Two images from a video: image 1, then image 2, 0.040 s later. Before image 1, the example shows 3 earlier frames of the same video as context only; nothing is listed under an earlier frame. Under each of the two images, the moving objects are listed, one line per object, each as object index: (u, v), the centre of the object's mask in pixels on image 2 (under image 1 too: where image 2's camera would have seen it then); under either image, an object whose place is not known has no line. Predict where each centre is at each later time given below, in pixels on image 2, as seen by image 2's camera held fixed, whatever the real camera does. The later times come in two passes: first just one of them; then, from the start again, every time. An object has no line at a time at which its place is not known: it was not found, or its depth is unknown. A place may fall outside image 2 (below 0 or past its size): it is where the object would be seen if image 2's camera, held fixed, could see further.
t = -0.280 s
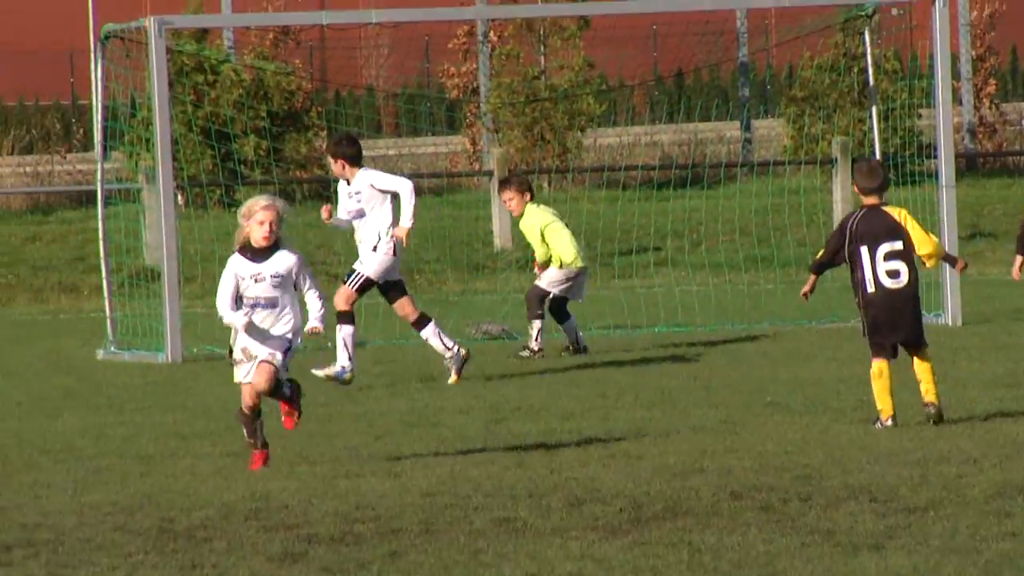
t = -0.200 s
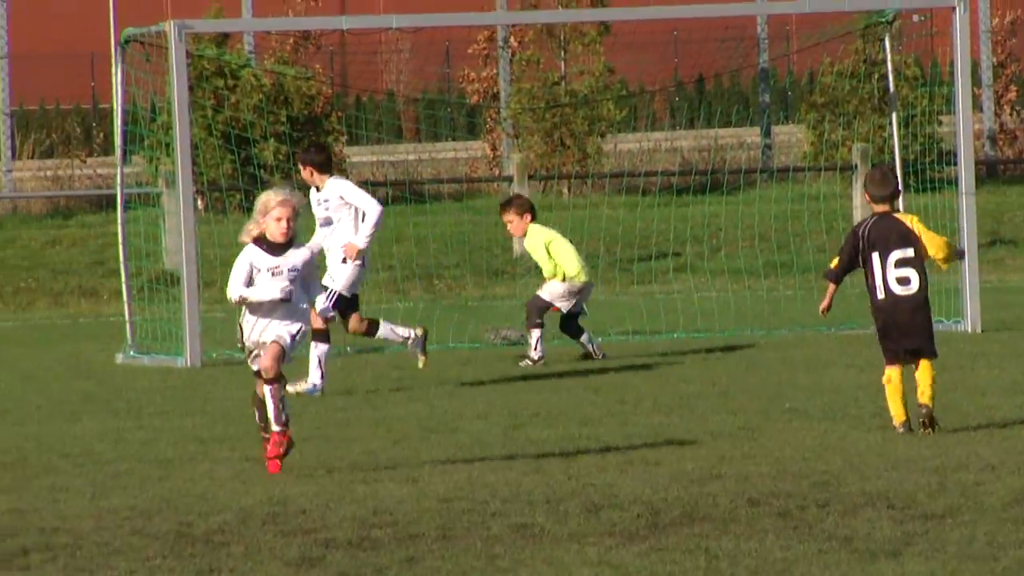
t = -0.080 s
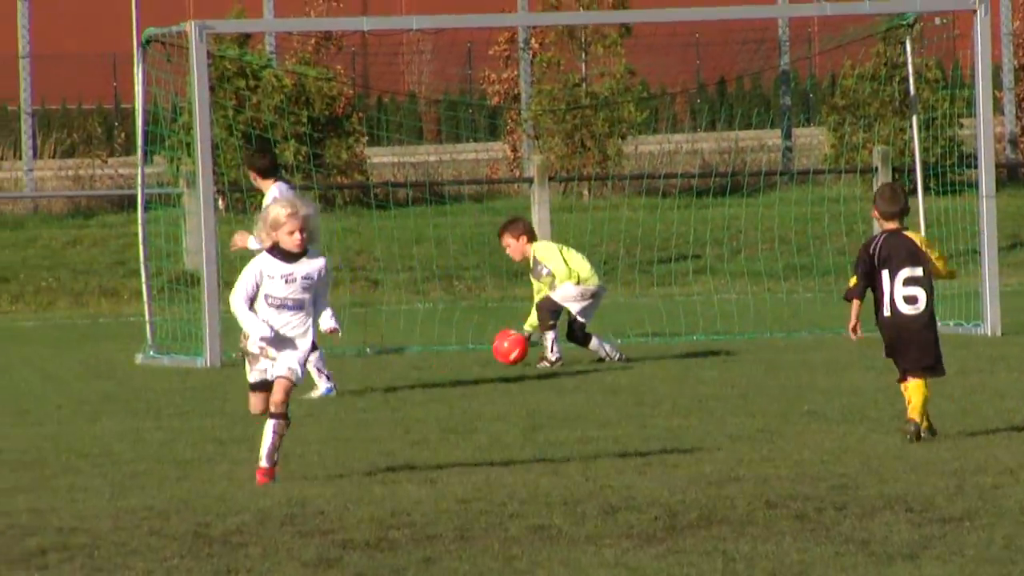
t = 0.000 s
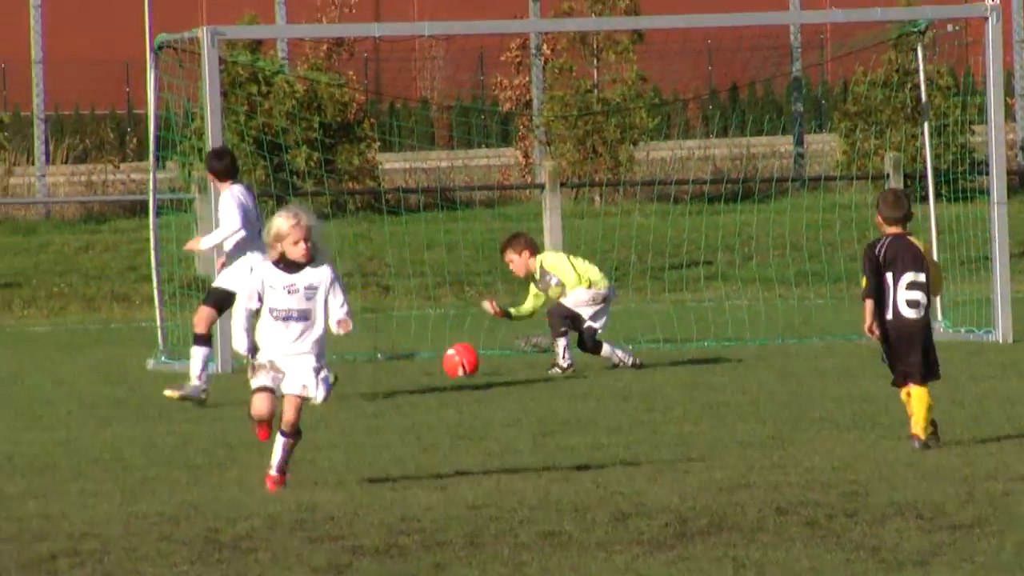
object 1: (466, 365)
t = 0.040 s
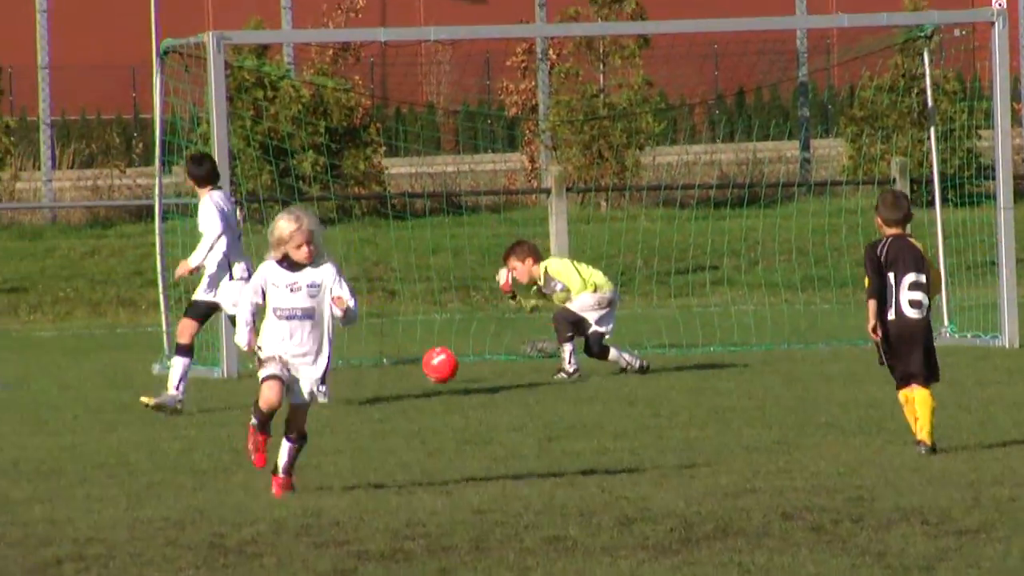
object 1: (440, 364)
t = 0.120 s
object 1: (385, 370)
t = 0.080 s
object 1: (412, 366)
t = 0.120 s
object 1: (385, 370)
